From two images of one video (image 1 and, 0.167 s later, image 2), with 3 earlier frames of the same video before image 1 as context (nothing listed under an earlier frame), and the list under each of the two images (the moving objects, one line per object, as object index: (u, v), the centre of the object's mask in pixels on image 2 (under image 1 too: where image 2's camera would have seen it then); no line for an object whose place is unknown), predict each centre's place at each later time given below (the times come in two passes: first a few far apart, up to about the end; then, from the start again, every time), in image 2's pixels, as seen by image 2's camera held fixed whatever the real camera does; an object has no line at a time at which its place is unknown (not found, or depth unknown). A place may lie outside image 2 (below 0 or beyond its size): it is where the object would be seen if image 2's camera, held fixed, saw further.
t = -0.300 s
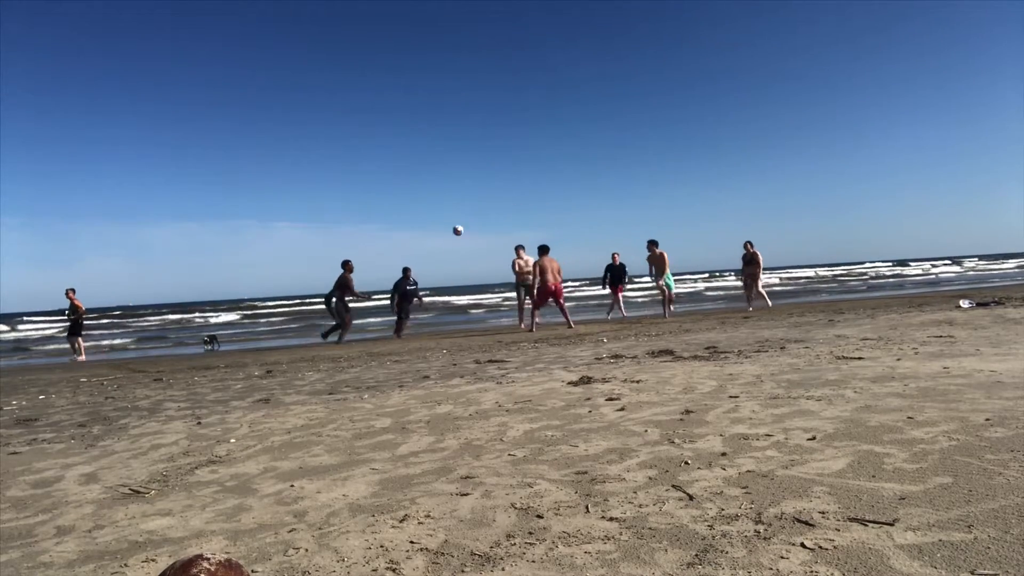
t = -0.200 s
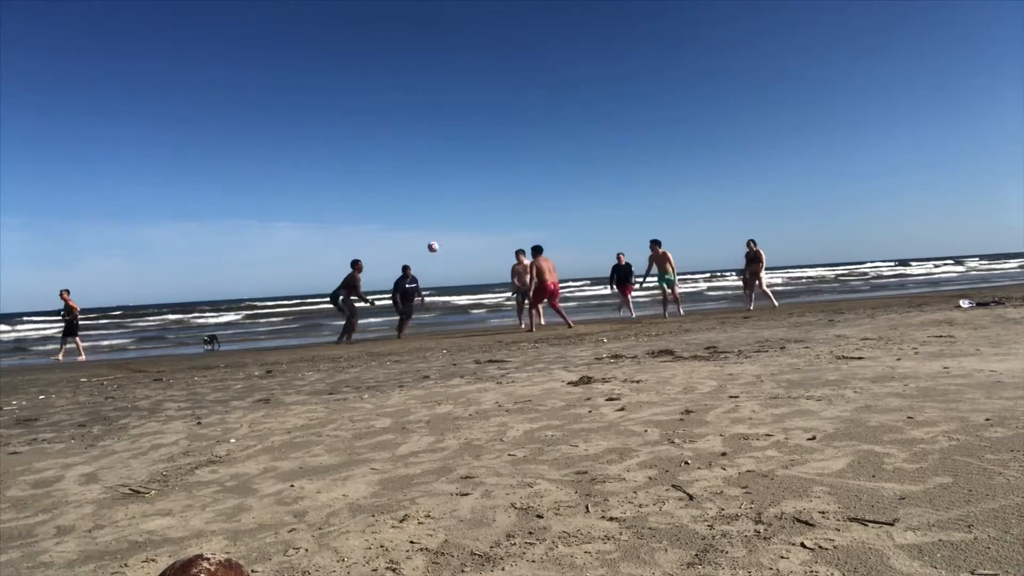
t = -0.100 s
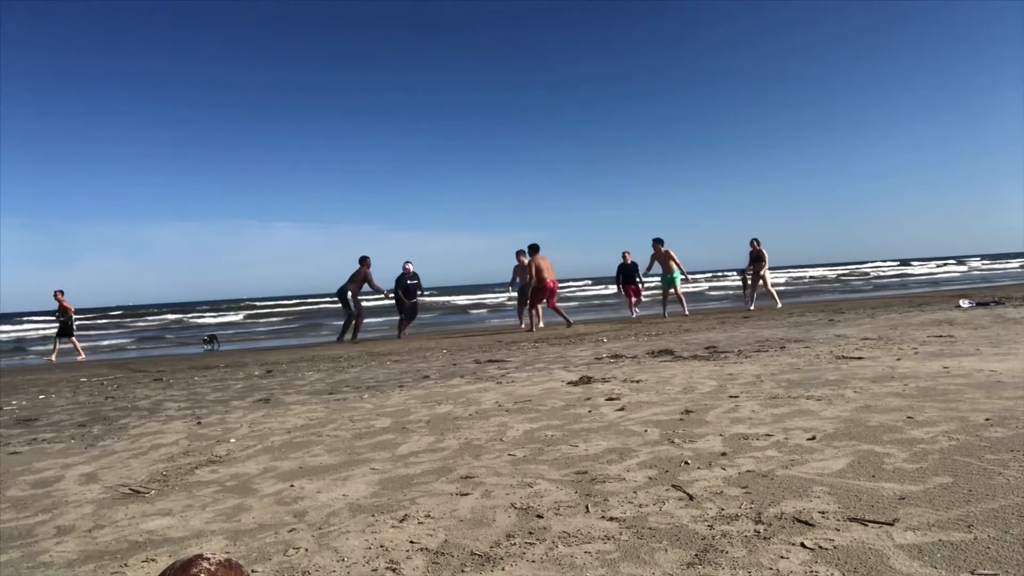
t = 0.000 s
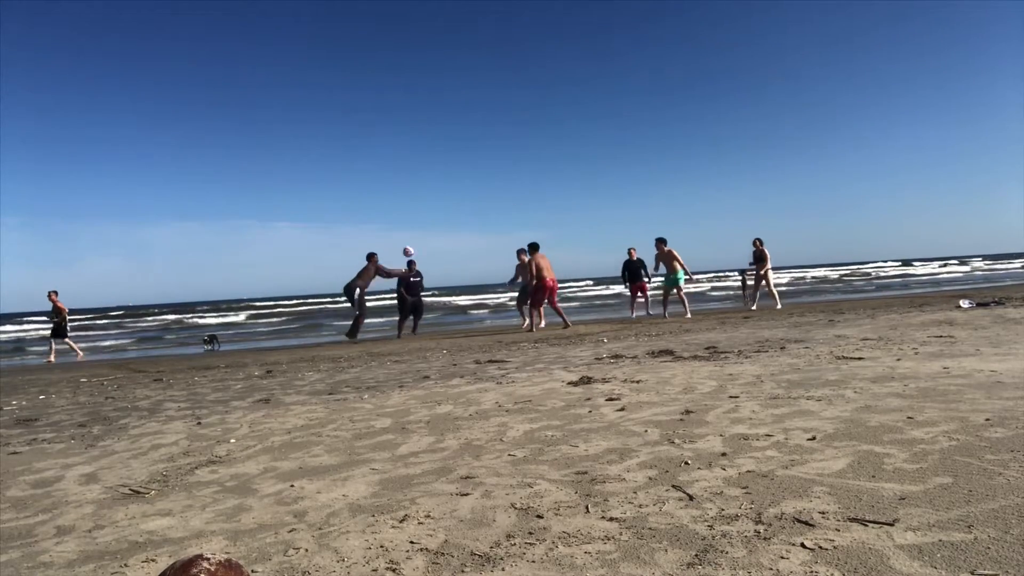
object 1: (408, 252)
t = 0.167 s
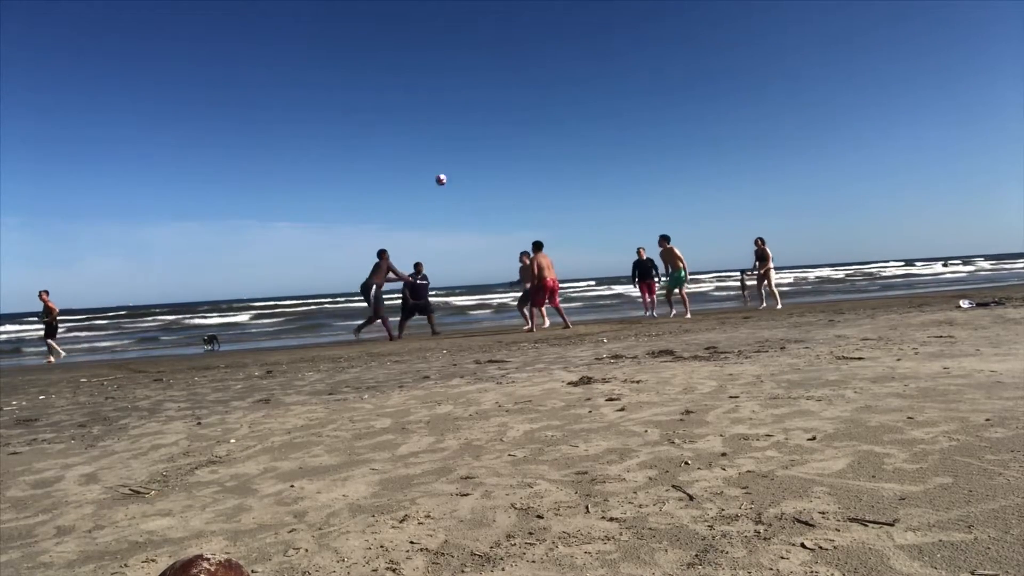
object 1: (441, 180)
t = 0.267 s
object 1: (460, 145)
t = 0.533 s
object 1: (510, 79)
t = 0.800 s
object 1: (558, 51)
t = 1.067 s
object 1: (607, 56)
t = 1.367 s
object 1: (661, 99)
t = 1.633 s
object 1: (710, 167)
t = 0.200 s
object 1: (447, 168)
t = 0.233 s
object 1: (454, 156)
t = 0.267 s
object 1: (460, 145)
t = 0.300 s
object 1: (466, 134)
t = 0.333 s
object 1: (472, 125)
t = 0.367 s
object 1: (479, 115)
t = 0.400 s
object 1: (485, 107)
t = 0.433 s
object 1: (491, 99)
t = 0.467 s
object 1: (497, 92)
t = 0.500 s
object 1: (504, 85)
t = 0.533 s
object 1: (510, 79)
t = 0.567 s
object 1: (516, 73)
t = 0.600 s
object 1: (522, 69)
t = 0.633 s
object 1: (528, 64)
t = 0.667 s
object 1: (534, 60)
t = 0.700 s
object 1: (540, 57)
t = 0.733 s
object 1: (546, 54)
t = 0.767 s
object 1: (552, 52)
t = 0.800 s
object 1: (558, 51)
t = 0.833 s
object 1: (565, 49)
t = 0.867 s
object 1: (571, 49)
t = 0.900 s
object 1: (576, 48)
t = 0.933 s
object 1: (583, 49)
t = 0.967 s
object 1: (589, 50)
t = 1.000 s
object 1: (595, 52)
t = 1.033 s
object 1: (601, 54)
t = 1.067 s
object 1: (607, 56)
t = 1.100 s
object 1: (613, 59)
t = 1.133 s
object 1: (619, 62)
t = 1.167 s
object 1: (625, 66)
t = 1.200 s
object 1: (631, 71)
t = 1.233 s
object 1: (637, 76)
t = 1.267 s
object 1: (643, 81)
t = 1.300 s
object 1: (649, 87)
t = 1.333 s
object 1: (655, 93)
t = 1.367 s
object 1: (661, 99)
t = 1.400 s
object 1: (667, 106)
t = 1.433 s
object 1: (673, 114)
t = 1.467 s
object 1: (679, 122)
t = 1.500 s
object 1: (685, 131)
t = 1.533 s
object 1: (691, 139)
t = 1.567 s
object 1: (698, 148)
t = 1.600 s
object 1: (704, 158)
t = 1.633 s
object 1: (710, 167)
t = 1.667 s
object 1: (716, 177)
